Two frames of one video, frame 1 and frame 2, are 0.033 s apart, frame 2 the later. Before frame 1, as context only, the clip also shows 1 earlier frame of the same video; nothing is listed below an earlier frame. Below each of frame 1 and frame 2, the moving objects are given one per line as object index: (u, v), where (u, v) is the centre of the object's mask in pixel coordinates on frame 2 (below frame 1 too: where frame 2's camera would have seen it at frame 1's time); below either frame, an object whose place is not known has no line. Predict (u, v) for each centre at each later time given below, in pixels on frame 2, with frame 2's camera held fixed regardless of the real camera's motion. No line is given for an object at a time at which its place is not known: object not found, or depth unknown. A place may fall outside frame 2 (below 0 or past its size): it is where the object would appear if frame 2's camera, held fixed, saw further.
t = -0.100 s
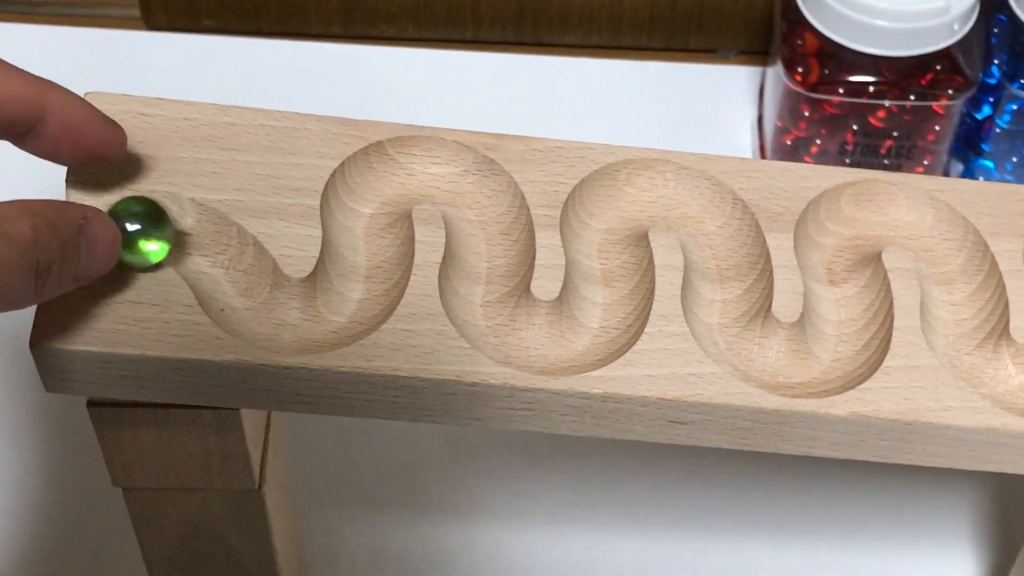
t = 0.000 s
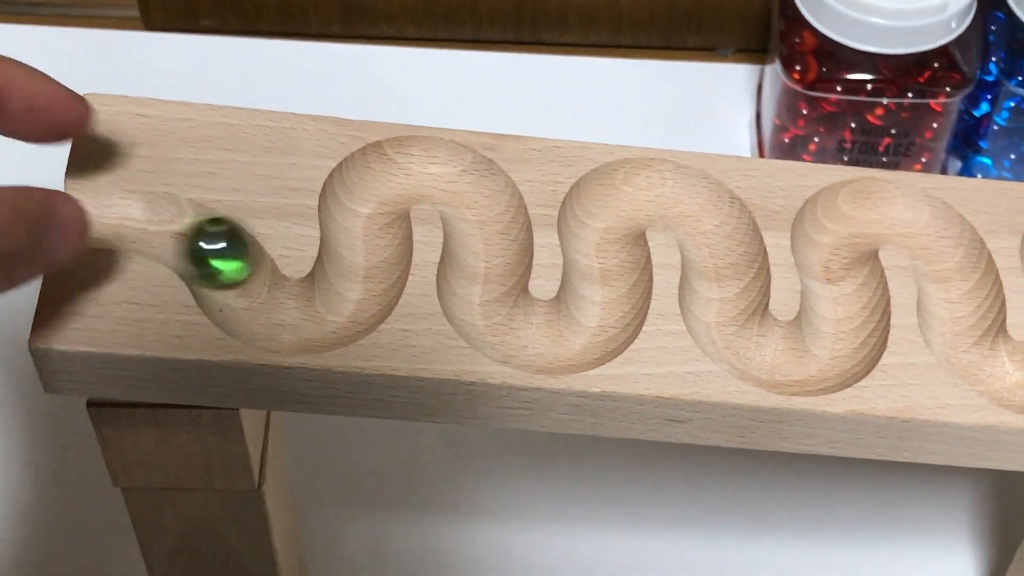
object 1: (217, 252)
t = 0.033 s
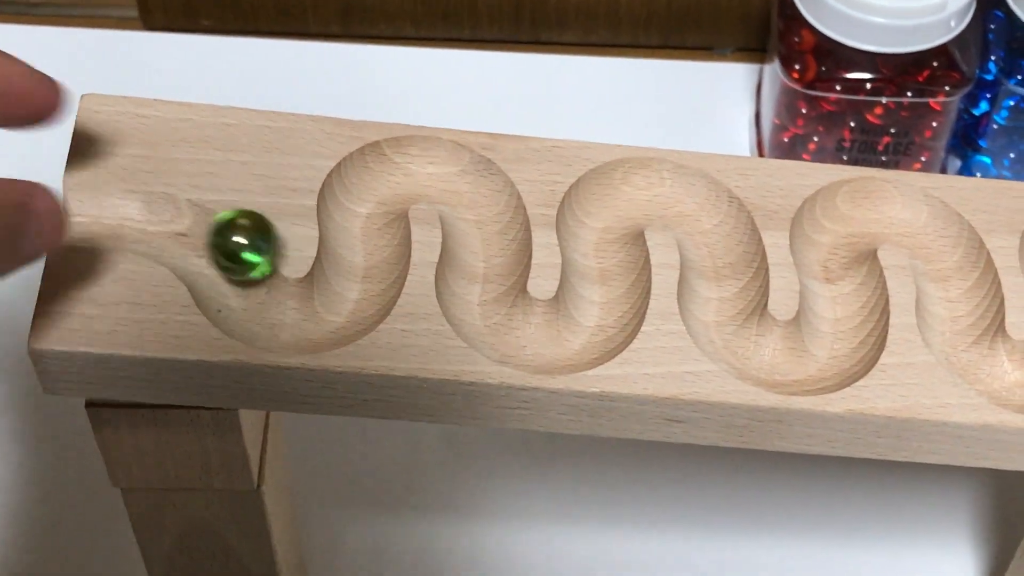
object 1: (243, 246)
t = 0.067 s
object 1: (262, 255)
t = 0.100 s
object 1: (274, 275)
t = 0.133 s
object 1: (288, 317)
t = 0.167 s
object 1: (309, 319)
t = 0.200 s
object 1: (328, 316)
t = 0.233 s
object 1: (339, 299)
